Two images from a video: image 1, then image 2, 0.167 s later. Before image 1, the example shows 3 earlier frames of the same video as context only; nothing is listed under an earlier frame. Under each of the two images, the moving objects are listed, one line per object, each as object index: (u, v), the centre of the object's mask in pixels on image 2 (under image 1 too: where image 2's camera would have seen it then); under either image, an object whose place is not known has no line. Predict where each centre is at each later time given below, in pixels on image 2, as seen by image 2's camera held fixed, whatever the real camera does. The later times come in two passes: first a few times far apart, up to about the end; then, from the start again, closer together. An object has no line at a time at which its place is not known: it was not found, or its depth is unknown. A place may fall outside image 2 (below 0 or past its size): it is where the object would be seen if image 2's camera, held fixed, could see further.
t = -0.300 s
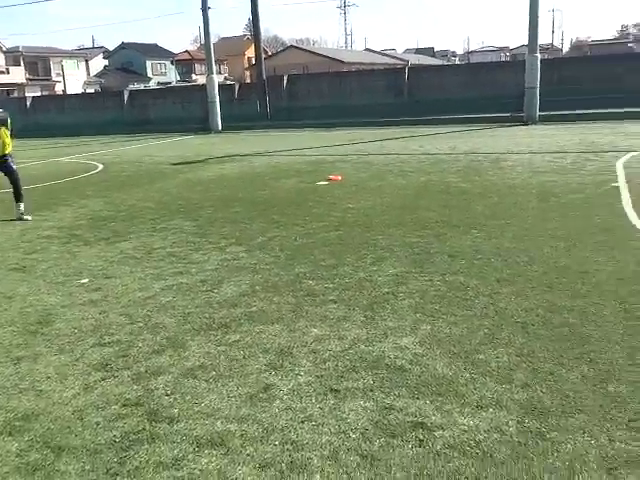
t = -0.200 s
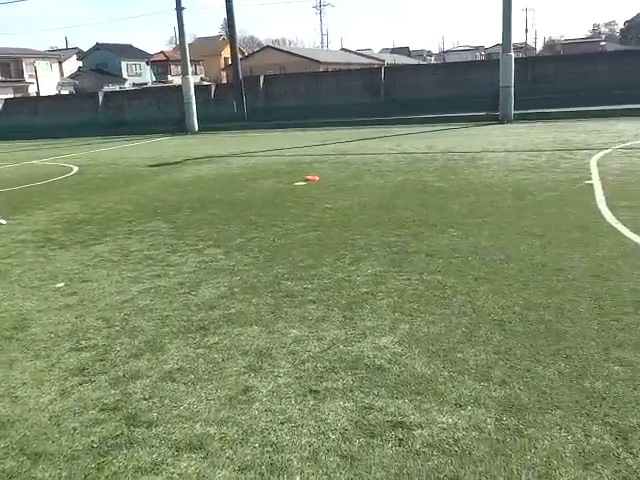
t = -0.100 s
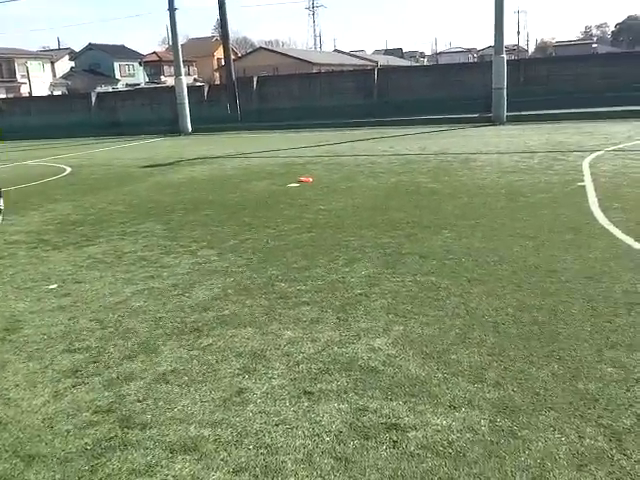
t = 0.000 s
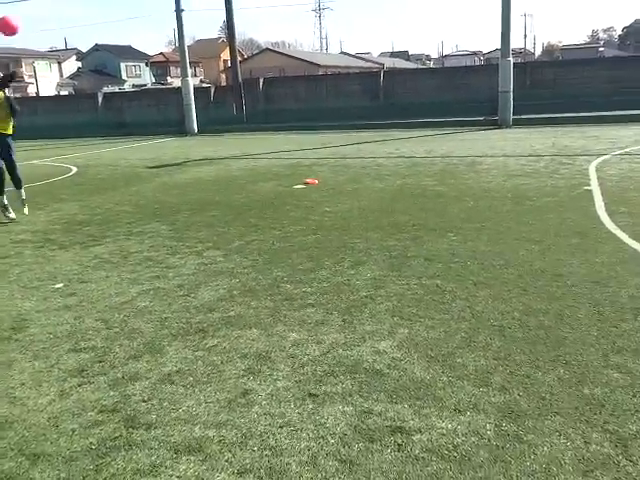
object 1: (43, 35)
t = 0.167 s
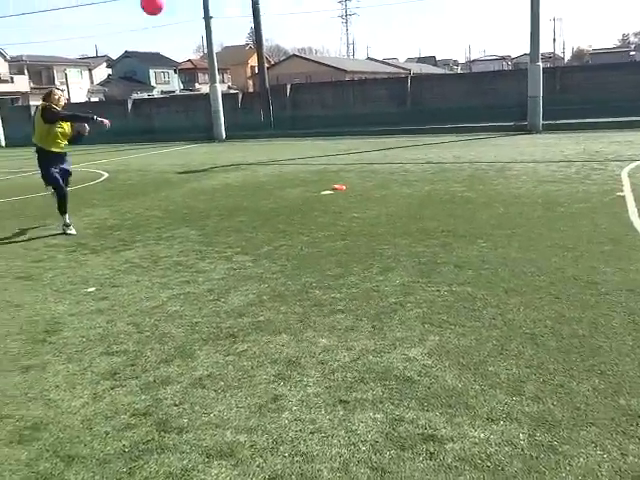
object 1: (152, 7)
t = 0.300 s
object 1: (268, 6)
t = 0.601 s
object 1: (604, 138)
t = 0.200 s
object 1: (179, 5)
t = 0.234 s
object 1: (207, 5)
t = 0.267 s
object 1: (238, 4)
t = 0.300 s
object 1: (268, 6)
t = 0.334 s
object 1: (301, 10)
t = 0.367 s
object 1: (336, 18)
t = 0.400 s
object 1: (370, 28)
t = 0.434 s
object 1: (407, 40)
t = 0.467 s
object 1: (445, 55)
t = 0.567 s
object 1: (562, 113)
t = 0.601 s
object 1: (604, 138)
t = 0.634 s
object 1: (649, 168)
